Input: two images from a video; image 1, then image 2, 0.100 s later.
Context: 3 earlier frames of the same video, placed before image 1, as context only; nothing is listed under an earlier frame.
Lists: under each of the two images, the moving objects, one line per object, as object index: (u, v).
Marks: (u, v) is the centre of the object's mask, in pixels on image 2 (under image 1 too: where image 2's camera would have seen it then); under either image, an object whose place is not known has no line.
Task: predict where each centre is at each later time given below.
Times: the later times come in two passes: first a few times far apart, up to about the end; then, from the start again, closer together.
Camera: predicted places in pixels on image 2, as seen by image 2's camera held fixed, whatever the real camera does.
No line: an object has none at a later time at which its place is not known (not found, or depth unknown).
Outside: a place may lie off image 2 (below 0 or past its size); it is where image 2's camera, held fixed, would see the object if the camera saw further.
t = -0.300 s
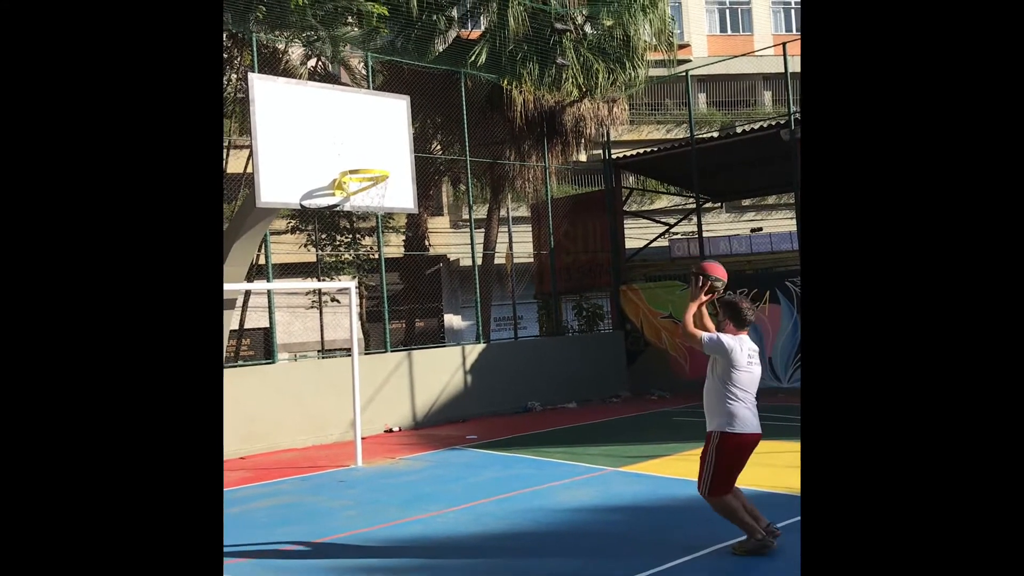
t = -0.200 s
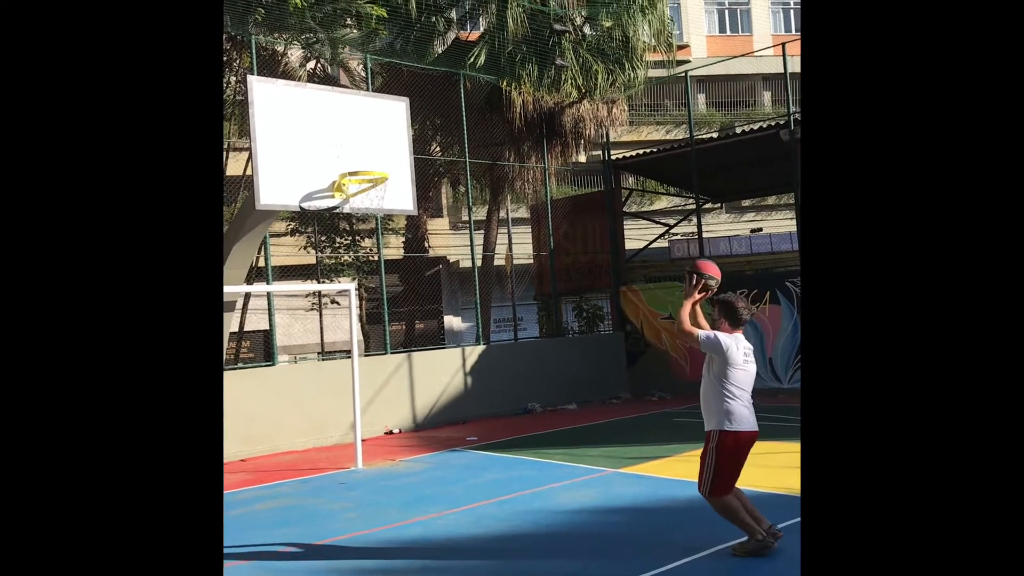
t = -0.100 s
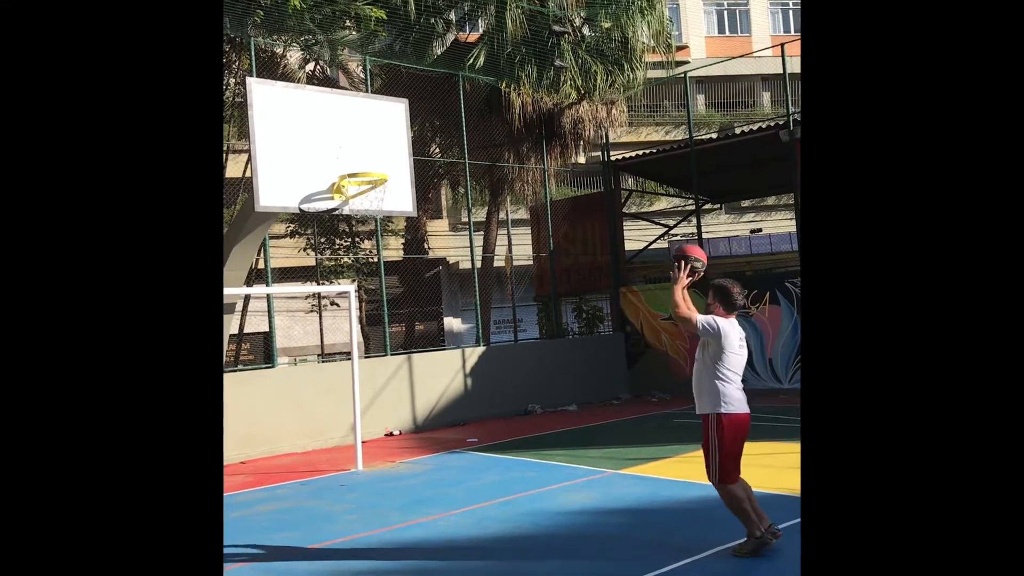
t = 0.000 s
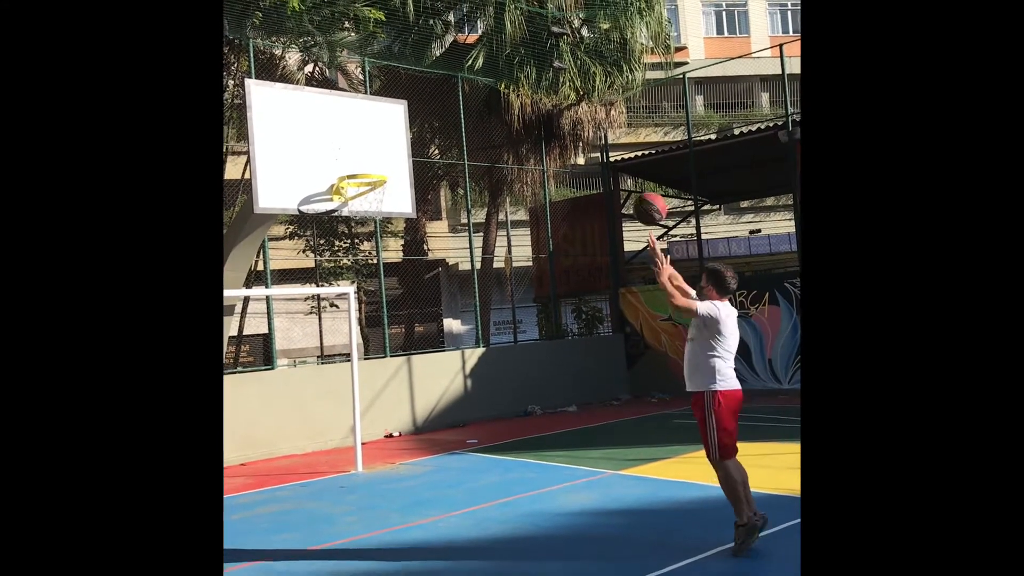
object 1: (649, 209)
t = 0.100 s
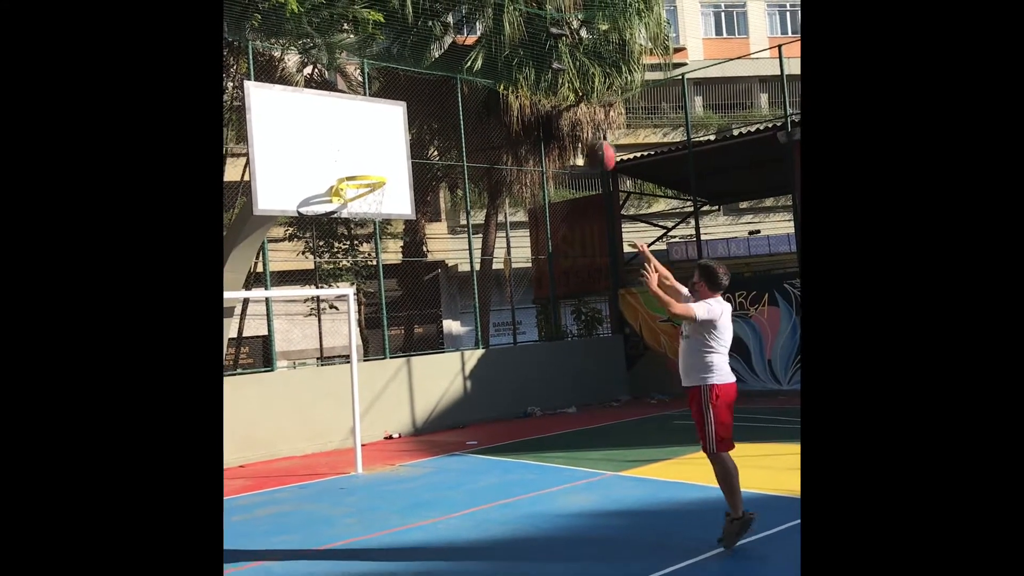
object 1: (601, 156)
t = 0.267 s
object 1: (531, 105)
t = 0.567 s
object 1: (434, 105)
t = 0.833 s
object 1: (371, 165)
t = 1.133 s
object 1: (351, 161)
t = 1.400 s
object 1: (367, 158)
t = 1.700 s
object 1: (368, 189)
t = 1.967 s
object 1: (360, 229)
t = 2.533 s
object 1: (359, 480)
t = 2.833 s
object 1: (336, 343)
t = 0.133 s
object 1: (586, 143)
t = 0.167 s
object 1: (569, 129)
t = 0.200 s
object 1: (557, 121)
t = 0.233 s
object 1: (544, 112)
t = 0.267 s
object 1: (531, 105)
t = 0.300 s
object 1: (518, 99)
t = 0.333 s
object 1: (506, 95)
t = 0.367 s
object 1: (495, 93)
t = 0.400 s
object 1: (483, 91)
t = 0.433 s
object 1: (474, 92)
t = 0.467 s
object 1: (463, 93)
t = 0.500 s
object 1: (453, 96)
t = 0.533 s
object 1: (444, 100)
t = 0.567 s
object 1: (434, 105)
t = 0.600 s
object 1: (426, 111)
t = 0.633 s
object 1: (417, 119)
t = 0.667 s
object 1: (409, 126)
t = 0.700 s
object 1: (401, 136)
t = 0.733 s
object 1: (393, 146)
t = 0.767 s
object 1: (385, 157)
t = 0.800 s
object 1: (379, 167)
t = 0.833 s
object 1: (371, 165)
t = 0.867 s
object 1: (364, 164)
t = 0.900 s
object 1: (356, 164)
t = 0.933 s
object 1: (349, 164)
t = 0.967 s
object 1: (347, 162)
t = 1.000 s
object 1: (348, 160)
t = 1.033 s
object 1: (348, 159)
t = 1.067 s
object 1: (349, 158)
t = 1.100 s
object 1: (350, 159)
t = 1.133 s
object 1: (351, 161)
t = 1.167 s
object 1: (353, 164)
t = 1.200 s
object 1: (354, 163)
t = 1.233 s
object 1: (356, 159)
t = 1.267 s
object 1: (358, 157)
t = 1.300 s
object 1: (360, 155)
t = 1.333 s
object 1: (362, 155)
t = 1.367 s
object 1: (365, 156)
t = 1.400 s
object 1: (367, 158)
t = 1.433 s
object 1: (369, 161)
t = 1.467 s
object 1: (372, 164)
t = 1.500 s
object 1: (372, 165)
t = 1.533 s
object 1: (371, 165)
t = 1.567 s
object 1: (370, 166)
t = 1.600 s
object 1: (369, 168)
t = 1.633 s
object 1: (368, 173)
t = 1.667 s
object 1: (368, 181)
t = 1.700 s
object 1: (368, 189)
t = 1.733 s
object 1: (367, 192)
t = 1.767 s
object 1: (366, 197)
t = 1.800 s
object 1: (364, 201)
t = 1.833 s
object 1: (362, 205)
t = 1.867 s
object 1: (361, 210)
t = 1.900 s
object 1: (360, 216)
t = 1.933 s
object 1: (360, 222)
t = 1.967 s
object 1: (360, 229)
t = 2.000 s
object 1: (358, 236)
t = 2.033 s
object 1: (357, 245)
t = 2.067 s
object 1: (357, 257)
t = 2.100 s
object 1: (356, 269)
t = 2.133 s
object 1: (356, 281)
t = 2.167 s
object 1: (357, 296)
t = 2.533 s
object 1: (359, 480)
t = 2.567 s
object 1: (353, 461)
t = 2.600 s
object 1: (353, 442)
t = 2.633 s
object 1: (350, 424)
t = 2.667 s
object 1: (347, 407)
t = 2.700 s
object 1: (344, 392)
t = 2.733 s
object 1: (341, 378)
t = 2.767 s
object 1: (339, 366)
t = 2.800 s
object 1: (337, 353)
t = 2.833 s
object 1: (336, 343)
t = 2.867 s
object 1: (333, 333)
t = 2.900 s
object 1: (331, 326)
